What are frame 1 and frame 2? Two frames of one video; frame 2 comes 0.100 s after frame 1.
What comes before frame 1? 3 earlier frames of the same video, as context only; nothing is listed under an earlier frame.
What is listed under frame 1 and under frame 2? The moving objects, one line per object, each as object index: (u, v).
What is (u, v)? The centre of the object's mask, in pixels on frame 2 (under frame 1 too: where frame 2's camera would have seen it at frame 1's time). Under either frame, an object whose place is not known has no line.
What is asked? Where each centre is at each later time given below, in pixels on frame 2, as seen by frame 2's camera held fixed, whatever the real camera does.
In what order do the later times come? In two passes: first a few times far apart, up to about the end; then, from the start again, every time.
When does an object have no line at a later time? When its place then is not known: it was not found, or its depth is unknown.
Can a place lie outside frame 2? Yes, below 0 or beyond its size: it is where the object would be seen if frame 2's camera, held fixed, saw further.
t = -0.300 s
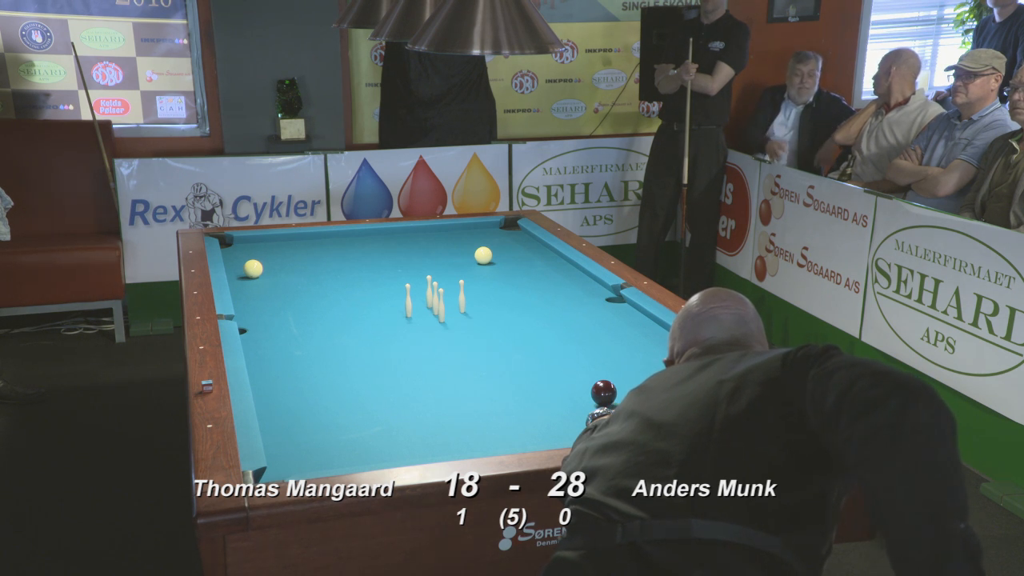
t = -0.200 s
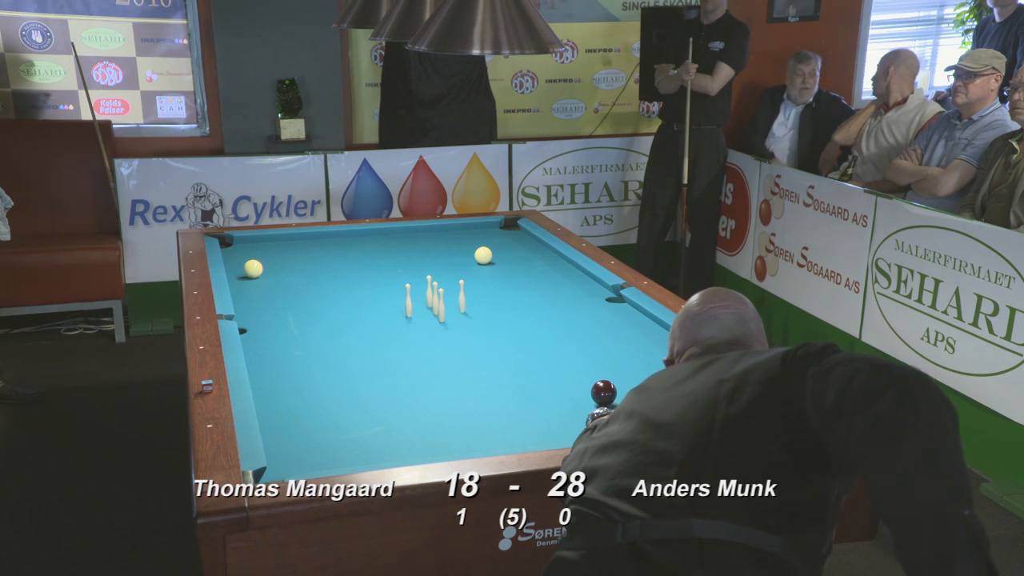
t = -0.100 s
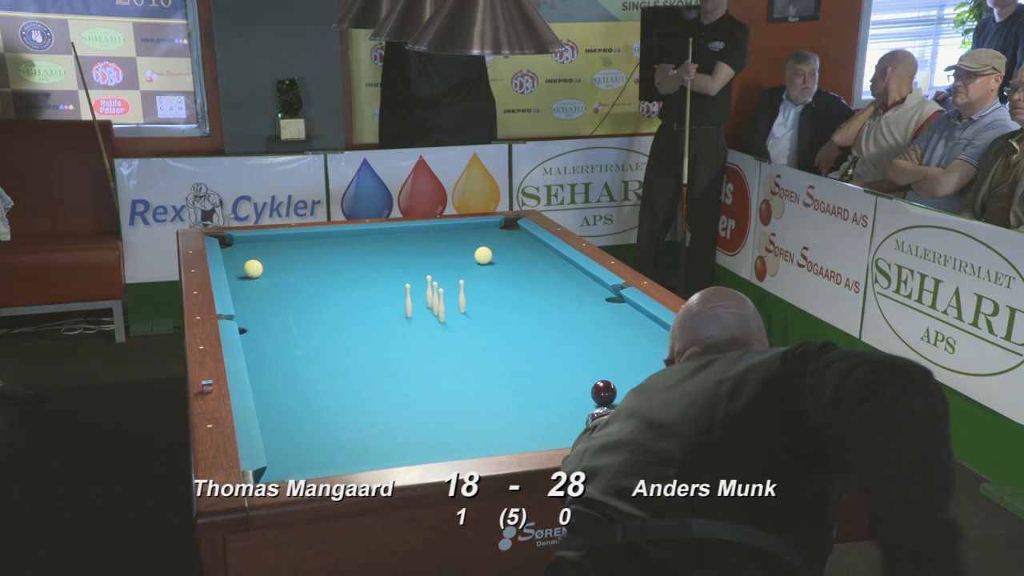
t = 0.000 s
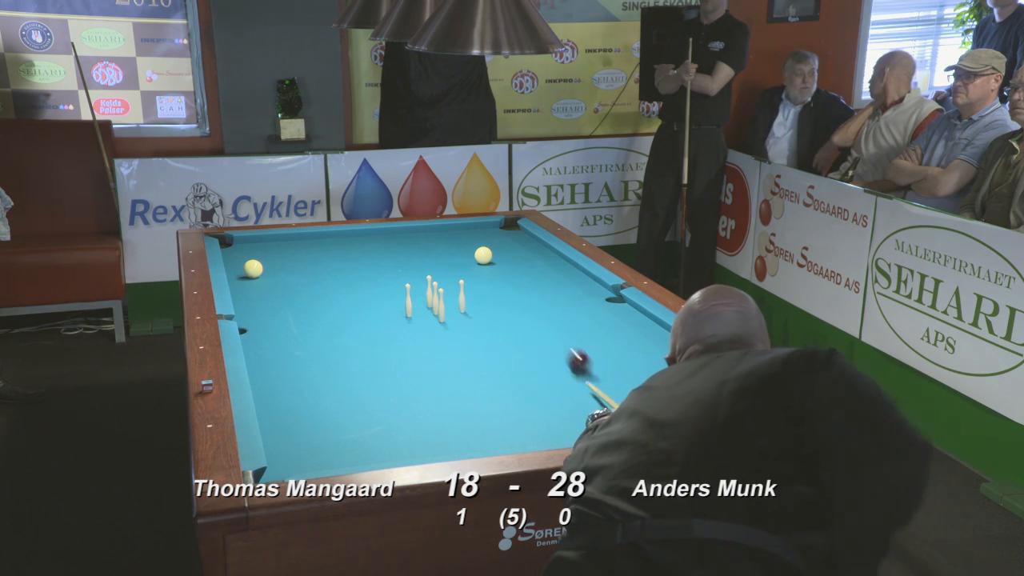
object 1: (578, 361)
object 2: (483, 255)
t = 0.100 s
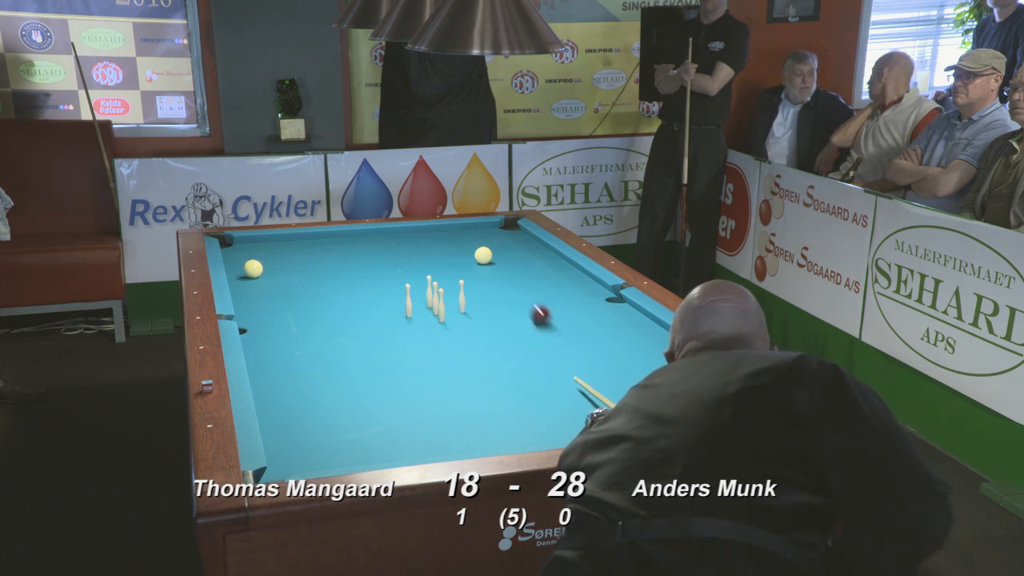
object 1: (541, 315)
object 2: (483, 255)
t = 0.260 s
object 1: (498, 264)
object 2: (483, 255)
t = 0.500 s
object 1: (531, 246)
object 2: (401, 234)
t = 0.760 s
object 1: (470, 242)
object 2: (404, 269)
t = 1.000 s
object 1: (420, 238)
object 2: (405, 301)
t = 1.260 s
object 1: (369, 233)
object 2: (406, 343)
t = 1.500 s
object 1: (331, 236)
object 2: (407, 392)
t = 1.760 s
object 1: (292, 243)
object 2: (406, 451)
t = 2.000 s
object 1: (255, 249)
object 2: (387, 411)
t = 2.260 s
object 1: (242, 255)
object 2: (372, 381)
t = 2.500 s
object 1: (266, 259)
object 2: (360, 357)
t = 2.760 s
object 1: (292, 263)
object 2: (349, 334)
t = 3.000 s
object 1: (316, 267)
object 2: (339, 316)
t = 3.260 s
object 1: (342, 271)
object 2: (331, 298)
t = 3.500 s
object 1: (365, 275)
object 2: (323, 284)
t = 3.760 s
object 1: (390, 279)
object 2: (316, 270)
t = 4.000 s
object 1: (413, 282)
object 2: (310, 258)
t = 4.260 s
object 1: (440, 284)
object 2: (304, 247)
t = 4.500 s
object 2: (299, 237)
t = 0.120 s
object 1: (534, 308)
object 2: (483, 255)
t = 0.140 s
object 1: (528, 300)
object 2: (483, 255)
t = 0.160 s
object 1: (522, 293)
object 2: (483, 255)
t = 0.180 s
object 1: (517, 287)
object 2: (483, 255)
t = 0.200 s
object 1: (512, 280)
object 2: (483, 255)
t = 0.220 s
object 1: (507, 274)
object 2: (483, 255)
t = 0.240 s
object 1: (502, 269)
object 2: (483, 255)
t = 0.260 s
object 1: (498, 264)
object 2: (483, 255)
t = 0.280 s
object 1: (495, 259)
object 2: (480, 254)
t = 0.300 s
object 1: (501, 257)
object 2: (471, 251)
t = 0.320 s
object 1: (508, 255)
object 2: (461, 248)
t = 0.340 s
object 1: (515, 254)
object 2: (451, 244)
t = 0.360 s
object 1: (520, 253)
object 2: (441, 241)
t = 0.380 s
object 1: (527, 252)
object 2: (432, 238)
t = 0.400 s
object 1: (533, 250)
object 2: (423, 235)
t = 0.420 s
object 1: (538, 249)
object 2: (414, 232)
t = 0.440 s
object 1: (543, 248)
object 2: (406, 229)
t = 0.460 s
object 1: (543, 247)
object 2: (401, 229)
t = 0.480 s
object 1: (537, 247)
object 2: (401, 232)
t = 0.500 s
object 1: (531, 246)
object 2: (401, 234)
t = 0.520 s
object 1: (525, 246)
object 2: (401, 237)
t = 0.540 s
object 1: (519, 246)
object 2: (402, 239)
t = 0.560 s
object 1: (515, 246)
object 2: (402, 242)
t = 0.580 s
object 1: (510, 245)
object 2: (402, 245)
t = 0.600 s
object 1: (504, 245)
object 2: (402, 247)
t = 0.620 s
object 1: (500, 244)
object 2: (403, 250)
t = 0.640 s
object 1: (496, 244)
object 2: (403, 253)
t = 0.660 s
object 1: (491, 244)
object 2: (403, 255)
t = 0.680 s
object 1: (487, 243)
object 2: (403, 258)
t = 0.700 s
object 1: (483, 243)
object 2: (403, 260)
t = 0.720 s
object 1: (478, 242)
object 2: (404, 263)
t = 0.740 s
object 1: (474, 242)
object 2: (404, 266)
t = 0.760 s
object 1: (470, 242)
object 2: (404, 269)
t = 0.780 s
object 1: (466, 241)
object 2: (404, 271)
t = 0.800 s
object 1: (462, 241)
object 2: (404, 274)
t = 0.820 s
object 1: (457, 240)
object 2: (404, 276)
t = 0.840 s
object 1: (453, 240)
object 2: (405, 279)
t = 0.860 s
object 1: (449, 240)
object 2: (405, 281)
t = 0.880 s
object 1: (445, 240)
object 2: (405, 284)
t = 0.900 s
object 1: (441, 239)
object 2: (405, 287)
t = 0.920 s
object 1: (436, 239)
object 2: (405, 290)
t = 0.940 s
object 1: (432, 239)
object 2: (405, 292)
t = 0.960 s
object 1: (428, 238)
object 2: (405, 296)
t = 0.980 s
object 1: (424, 238)
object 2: (405, 299)
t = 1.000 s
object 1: (420, 238)
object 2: (405, 301)
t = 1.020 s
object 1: (416, 237)
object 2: (404, 305)
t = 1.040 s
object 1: (413, 237)
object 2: (402, 308)
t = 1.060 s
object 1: (408, 236)
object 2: (405, 311)
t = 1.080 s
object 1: (404, 236)
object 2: (405, 314)
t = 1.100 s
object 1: (401, 236)
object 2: (406, 316)
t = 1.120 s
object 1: (396, 235)
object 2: (406, 320)
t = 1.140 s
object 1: (393, 235)
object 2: (406, 323)
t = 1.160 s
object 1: (389, 235)
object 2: (406, 326)
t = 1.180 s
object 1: (384, 234)
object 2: (406, 329)
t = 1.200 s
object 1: (381, 234)
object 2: (406, 333)
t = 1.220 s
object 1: (377, 234)
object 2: (406, 336)
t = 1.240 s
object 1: (373, 233)
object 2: (406, 340)
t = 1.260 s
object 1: (369, 233)
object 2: (406, 343)
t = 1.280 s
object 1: (365, 233)
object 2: (406, 347)
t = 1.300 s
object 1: (361, 232)
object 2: (406, 350)
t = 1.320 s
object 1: (357, 232)
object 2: (407, 354)
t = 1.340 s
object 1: (355, 232)
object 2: (407, 358)
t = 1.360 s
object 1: (352, 233)
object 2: (407, 362)
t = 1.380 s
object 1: (349, 233)
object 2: (407, 366)
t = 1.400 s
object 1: (346, 234)
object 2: (407, 370)
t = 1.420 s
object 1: (343, 235)
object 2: (407, 374)
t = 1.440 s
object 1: (340, 235)
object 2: (406, 379)
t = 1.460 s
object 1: (337, 235)
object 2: (407, 383)
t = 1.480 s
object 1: (334, 236)
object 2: (407, 388)
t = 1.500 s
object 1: (331, 236)
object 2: (407, 392)
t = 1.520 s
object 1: (328, 237)
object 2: (407, 397)
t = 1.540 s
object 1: (325, 238)
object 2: (407, 401)
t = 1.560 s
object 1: (322, 238)
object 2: (407, 406)
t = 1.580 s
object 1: (319, 239)
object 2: (407, 411)
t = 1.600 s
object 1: (316, 239)
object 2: (407, 416)
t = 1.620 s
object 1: (313, 240)
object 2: (407, 421)
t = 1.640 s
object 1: (310, 240)
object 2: (407, 427)
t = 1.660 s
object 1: (307, 240)
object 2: (407, 432)
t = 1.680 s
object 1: (304, 241)
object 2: (407, 437)
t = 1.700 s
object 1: (301, 241)
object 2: (407, 442)
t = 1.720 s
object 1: (298, 242)
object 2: (407, 447)
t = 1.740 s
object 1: (295, 242)
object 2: (407, 450)
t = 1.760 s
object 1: (292, 243)
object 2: (406, 451)
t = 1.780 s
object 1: (289, 244)
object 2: (404, 449)
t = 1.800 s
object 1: (286, 244)
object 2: (403, 446)
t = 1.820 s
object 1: (283, 245)
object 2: (401, 442)
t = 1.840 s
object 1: (279, 245)
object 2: (399, 438)
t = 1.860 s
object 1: (276, 246)
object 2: (397, 434)
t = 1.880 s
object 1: (273, 246)
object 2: (396, 430)
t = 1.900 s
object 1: (270, 247)
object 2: (394, 427)
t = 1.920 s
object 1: (267, 247)
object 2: (392, 423)
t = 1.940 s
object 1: (264, 248)
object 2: (391, 420)
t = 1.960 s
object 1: (261, 248)
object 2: (390, 417)
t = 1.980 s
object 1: (258, 248)
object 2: (388, 414)
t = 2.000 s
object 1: (255, 249)
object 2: (387, 411)
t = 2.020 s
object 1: (251, 249)
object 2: (386, 409)
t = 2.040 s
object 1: (248, 250)
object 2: (384, 407)
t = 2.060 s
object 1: (245, 251)
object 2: (383, 404)
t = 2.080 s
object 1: (241, 251)
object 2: (382, 402)
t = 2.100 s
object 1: (238, 252)
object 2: (381, 399)
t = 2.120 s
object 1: (235, 252)
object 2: (380, 397)
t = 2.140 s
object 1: (232, 253)
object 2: (378, 394)
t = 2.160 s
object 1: (230, 253)
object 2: (377, 392)
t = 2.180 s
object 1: (232, 254)
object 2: (376, 390)
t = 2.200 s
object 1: (235, 254)
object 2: (375, 388)
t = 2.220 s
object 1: (237, 254)
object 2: (374, 385)
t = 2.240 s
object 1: (239, 254)
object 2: (373, 383)
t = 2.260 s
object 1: (242, 255)
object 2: (372, 381)
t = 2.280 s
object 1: (244, 255)
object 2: (371, 379)
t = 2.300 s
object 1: (246, 255)
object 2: (370, 377)
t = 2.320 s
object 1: (248, 255)
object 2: (369, 375)
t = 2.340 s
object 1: (250, 255)
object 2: (368, 372)
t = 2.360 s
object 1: (252, 254)
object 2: (367, 370)
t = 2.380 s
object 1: (254, 255)
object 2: (366, 368)
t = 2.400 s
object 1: (257, 255)
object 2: (365, 367)
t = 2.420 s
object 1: (259, 256)
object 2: (364, 365)
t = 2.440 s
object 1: (261, 257)
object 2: (363, 363)
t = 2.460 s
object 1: (263, 257)
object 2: (362, 361)
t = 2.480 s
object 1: (265, 258)
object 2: (361, 359)
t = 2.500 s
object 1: (266, 259)
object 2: (360, 357)
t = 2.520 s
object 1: (268, 259)
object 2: (359, 355)
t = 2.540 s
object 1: (270, 260)
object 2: (358, 353)
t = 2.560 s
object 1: (272, 260)
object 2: (357, 351)
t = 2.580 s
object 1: (274, 260)
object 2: (356, 350)
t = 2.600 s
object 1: (276, 261)
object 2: (355, 348)
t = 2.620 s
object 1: (278, 261)
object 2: (354, 346)
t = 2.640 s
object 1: (280, 261)
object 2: (354, 345)
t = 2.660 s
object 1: (282, 262)
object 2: (353, 343)
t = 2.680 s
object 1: (284, 262)
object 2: (352, 341)
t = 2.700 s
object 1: (286, 262)
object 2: (351, 339)
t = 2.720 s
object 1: (288, 263)
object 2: (350, 338)
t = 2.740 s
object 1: (290, 263)
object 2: (349, 336)
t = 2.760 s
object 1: (292, 263)
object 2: (349, 334)
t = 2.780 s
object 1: (294, 264)
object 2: (348, 333)
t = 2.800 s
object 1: (296, 264)
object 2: (347, 331)
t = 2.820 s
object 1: (298, 264)
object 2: (346, 330)
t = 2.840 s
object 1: (300, 265)
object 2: (345, 328)
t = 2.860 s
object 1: (302, 265)
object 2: (345, 326)
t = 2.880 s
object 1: (304, 265)
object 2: (344, 325)
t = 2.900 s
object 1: (306, 265)
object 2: (343, 323)
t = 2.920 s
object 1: (308, 266)
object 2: (343, 322)
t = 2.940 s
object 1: (310, 266)
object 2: (342, 320)
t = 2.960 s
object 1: (312, 266)
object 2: (341, 319)
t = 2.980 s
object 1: (314, 266)
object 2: (340, 318)
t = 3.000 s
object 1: (316, 267)
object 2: (339, 316)
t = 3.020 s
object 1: (318, 267)
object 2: (339, 315)
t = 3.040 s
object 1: (320, 267)
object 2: (338, 313)
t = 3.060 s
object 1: (322, 268)
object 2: (337, 312)
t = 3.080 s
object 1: (324, 268)
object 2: (336, 310)
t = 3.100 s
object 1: (326, 268)
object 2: (336, 309)
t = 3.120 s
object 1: (328, 268)
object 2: (335, 308)
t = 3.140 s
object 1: (330, 269)
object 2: (335, 306)
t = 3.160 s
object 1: (332, 269)
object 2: (334, 305)
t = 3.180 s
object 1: (334, 270)
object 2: (333, 304)
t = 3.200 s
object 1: (336, 270)
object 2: (333, 302)
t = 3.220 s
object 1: (338, 270)
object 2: (332, 301)
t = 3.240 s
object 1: (339, 271)
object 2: (331, 300)
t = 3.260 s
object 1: (342, 271)
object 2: (331, 298)
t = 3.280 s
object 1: (343, 271)
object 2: (330, 297)
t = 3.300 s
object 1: (345, 272)
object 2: (329, 296)
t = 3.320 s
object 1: (347, 272)
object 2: (329, 295)
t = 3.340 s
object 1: (349, 272)
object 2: (328, 294)
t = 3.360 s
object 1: (351, 273)
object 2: (327, 292)
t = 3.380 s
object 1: (353, 273)
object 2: (327, 291)
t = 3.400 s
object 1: (355, 273)
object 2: (326, 290)
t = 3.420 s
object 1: (357, 273)
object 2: (325, 289)
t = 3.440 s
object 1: (359, 274)
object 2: (325, 288)
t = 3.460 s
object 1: (361, 274)
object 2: (324, 286)
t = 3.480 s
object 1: (363, 275)
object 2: (324, 285)
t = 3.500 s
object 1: (365, 275)
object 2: (323, 284)
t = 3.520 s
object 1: (367, 275)
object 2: (323, 283)
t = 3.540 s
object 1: (369, 275)
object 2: (322, 282)
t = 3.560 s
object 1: (371, 276)
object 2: (321, 281)
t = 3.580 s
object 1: (373, 276)
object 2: (321, 279)
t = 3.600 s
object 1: (374, 276)
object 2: (320, 278)
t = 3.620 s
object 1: (376, 277)
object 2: (320, 277)
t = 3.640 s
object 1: (378, 277)
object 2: (319, 276)
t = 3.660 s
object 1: (380, 277)
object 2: (319, 275)
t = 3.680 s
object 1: (382, 278)
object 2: (318, 274)
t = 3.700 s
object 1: (384, 278)
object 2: (317, 273)
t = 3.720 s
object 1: (386, 278)
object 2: (317, 272)
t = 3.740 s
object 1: (388, 278)
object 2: (316, 271)
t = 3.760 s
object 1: (390, 279)
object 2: (316, 270)
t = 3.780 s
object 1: (392, 279)
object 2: (315, 269)
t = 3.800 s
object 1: (394, 279)
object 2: (315, 268)
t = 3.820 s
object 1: (396, 280)
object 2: (314, 267)
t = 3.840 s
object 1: (398, 280)
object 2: (314, 266)
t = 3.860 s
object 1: (400, 280)
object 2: (313, 265)
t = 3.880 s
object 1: (402, 281)
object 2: (313, 264)
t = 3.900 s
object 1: (403, 281)
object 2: (312, 263)
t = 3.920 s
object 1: (405, 281)
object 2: (312, 262)
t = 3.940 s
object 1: (407, 281)
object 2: (311, 261)
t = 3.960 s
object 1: (409, 282)
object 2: (311, 260)
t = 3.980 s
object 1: (411, 282)
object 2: (310, 259)
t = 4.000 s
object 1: (413, 282)
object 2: (310, 258)
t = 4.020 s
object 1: (415, 283)
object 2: (309, 257)
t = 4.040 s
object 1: (417, 283)
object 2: (309, 257)
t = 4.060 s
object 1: (418, 283)
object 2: (309, 256)
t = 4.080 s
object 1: (420, 284)
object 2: (308, 255)
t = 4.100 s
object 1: (420, 284)
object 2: (308, 254)
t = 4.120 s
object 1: (422, 284)
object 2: (307, 253)
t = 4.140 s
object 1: (422, 285)
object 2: (307, 252)
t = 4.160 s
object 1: (426, 284)
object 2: (306, 251)
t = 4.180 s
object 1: (426, 283)
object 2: (306, 251)
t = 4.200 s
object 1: (432, 282)
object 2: (305, 250)
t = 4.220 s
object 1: (438, 282)
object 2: (305, 249)
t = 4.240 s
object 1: (438, 283)
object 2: (304, 248)
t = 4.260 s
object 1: (440, 284)
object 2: (304, 247)
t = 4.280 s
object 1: (442, 284)
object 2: (304, 246)
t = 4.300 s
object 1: (444, 285)
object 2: (303, 246)
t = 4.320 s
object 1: (445, 286)
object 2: (303, 245)
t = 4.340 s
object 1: (446, 286)
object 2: (302, 244)
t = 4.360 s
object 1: (448, 287)
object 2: (302, 243)
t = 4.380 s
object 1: (449, 288)
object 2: (301, 242)
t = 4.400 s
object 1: (451, 288)
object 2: (301, 241)
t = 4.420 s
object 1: (448, 287)
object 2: (301, 241)
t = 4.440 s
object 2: (300, 240)
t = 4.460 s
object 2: (300, 239)
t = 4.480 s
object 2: (299, 238)
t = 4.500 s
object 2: (299, 237)
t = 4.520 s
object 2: (299, 237)
